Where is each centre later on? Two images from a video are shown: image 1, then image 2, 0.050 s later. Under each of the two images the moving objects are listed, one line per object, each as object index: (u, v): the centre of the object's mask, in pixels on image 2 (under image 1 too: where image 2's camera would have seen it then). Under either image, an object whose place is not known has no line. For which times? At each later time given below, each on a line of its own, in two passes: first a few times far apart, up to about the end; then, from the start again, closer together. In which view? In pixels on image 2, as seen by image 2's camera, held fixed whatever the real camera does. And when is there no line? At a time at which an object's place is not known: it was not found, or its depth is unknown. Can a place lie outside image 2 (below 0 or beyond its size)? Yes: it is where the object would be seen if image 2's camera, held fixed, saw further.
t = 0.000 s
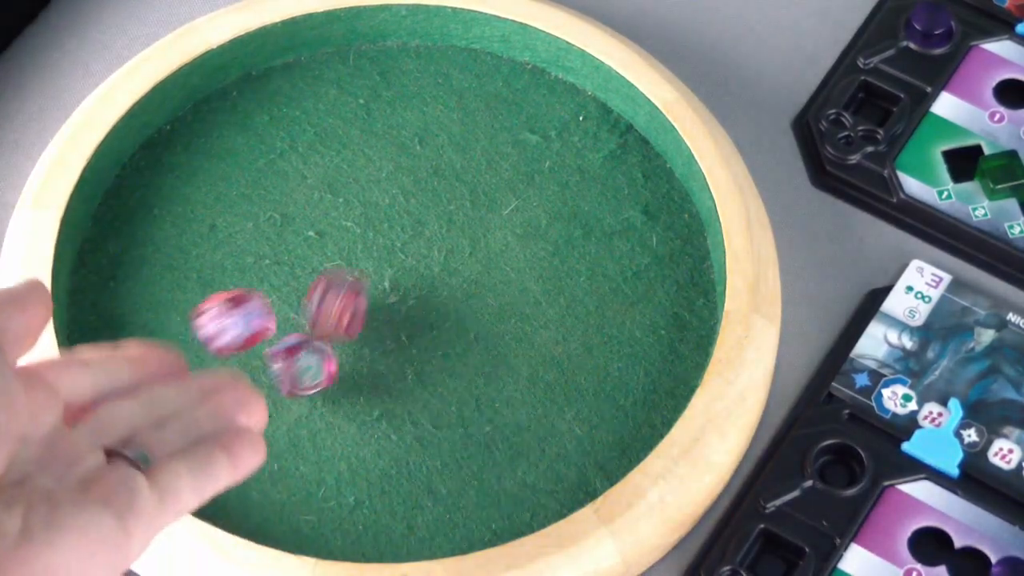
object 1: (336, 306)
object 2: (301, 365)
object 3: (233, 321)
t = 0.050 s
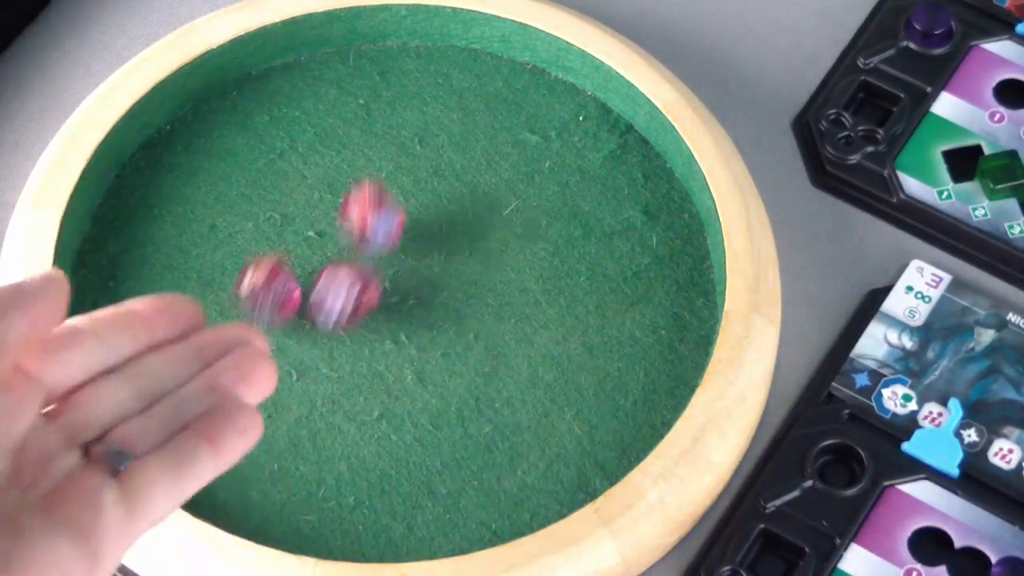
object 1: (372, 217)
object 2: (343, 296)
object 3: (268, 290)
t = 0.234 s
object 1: (414, 85)
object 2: (504, 77)
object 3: (358, 73)
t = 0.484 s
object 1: (431, 222)
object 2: (517, 115)
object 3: (395, 79)
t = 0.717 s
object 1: (448, 238)
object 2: (529, 117)
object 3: (395, 79)
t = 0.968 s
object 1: (448, 238)
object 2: (529, 117)
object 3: (395, 79)
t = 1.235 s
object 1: (448, 238)
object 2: (529, 117)
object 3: (395, 79)
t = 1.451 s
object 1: (448, 238)
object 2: (529, 117)
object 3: (395, 79)
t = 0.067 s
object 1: (382, 192)
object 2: (362, 272)
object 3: (279, 262)
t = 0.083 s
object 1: (391, 167)
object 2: (376, 249)
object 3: (291, 240)
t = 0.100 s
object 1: (399, 146)
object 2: (397, 221)
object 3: (303, 224)
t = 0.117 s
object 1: (405, 122)
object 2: (411, 201)
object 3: (315, 206)
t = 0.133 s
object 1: (410, 98)
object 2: (427, 184)
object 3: (323, 185)
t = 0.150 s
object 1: (414, 74)
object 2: (441, 166)
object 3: (332, 161)
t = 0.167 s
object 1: (416, 49)
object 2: (454, 141)
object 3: (338, 140)
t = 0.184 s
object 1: (416, 50)
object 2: (467, 124)
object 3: (342, 116)
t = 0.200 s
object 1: (415, 66)
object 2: (480, 111)
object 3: (347, 99)
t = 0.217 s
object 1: (413, 77)
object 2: (493, 92)
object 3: (351, 83)
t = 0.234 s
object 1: (414, 85)
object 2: (504, 77)
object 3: (358, 73)
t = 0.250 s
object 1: (415, 100)
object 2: (512, 66)
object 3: (361, 56)
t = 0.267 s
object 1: (415, 110)
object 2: (509, 74)
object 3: (365, 48)
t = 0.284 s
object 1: (414, 120)
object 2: (506, 79)
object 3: (372, 54)
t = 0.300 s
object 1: (414, 133)
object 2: (505, 82)
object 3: (379, 64)
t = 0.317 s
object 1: (414, 144)
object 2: (504, 86)
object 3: (383, 67)
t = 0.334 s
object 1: (415, 154)
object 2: (504, 88)
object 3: (387, 70)
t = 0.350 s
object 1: (416, 165)
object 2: (504, 91)
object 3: (390, 74)
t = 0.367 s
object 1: (416, 178)
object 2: (504, 95)
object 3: (393, 76)
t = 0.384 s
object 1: (417, 189)
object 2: (506, 98)
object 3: (395, 78)
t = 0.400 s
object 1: (420, 196)
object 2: (508, 102)
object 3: (395, 79)
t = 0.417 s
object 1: (424, 202)
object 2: (511, 106)
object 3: (395, 79)
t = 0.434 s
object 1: (426, 208)
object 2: (512, 108)
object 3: (395, 79)
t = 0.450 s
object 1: (427, 212)
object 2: (513, 110)
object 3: (395, 79)
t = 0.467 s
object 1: (428, 217)
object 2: (515, 112)
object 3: (395, 79)
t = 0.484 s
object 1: (431, 222)
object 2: (517, 115)
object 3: (395, 79)
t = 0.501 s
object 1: (434, 226)
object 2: (520, 117)
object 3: (395, 79)
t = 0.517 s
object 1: (438, 230)
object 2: (523, 118)
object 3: (395, 79)
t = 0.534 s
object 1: (444, 234)
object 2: (525, 118)
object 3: (395, 79)
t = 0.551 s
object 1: (449, 234)
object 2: (526, 120)
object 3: (395, 79)
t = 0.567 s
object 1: (452, 234)
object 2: (529, 120)
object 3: (395, 79)
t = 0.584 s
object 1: (453, 232)
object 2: (531, 119)
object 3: (395, 79)
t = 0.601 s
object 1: (452, 232)
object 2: (531, 118)
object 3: (395, 79)
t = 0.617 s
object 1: (450, 234)
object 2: (530, 117)
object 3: (395, 79)
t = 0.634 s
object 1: (449, 236)
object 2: (529, 117)
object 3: (395, 79)
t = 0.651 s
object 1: (449, 238)
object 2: (529, 117)
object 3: (395, 79)
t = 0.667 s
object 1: (448, 239)
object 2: (529, 117)
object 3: (395, 79)
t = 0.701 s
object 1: (448, 238)
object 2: (529, 117)
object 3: (395, 79)
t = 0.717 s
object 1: (448, 238)
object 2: (529, 117)
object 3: (395, 79)
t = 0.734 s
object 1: (448, 238)
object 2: (529, 117)
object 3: (395, 79)
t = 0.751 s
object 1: (448, 238)
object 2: (529, 117)
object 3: (395, 79)
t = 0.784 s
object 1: (448, 238)
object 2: (529, 117)
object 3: (395, 79)
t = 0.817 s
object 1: (448, 238)
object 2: (529, 117)
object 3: (395, 79)
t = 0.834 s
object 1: (448, 238)
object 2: (529, 117)
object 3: (395, 79)
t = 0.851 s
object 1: (448, 238)
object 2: (529, 117)
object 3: (395, 79)
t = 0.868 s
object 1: (448, 238)
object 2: (529, 117)
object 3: (395, 79)
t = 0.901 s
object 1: (448, 238)
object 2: (529, 117)
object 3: (395, 79)
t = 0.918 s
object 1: (448, 238)
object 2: (529, 117)
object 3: (395, 79)
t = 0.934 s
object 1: (448, 238)
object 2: (529, 117)
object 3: (395, 79)
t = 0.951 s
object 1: (448, 238)
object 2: (529, 117)
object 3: (395, 79)
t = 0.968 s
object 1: (448, 238)
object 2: (529, 117)
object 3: (395, 79)
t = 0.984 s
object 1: (448, 238)
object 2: (529, 117)
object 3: (395, 79)
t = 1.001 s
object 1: (448, 238)
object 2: (529, 117)
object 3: (395, 79)
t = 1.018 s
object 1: (448, 238)
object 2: (529, 117)
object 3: (395, 79)
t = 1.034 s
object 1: (448, 238)
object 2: (529, 117)
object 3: (395, 79)
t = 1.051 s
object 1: (448, 238)
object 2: (529, 117)
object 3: (395, 79)
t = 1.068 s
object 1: (448, 238)
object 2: (529, 117)
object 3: (395, 79)
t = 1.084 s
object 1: (448, 238)
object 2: (529, 117)
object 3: (395, 79)
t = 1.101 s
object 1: (448, 238)
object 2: (529, 117)
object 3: (395, 79)
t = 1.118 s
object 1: (448, 238)
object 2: (529, 117)
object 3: (395, 79)
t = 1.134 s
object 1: (448, 238)
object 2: (529, 117)
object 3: (395, 79)
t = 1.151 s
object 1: (448, 238)
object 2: (529, 117)
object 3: (395, 79)
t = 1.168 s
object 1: (448, 238)
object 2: (529, 117)
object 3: (395, 79)
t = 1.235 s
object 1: (448, 238)
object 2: (529, 117)
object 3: (395, 79)
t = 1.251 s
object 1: (448, 238)
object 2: (529, 117)
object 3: (395, 79)
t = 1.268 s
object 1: (448, 238)
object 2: (529, 117)
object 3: (395, 79)
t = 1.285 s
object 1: (448, 238)
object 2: (529, 117)
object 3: (395, 79)
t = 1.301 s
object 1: (448, 238)
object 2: (529, 117)
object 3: (395, 79)
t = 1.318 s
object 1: (448, 238)
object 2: (529, 117)
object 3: (395, 79)
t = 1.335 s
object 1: (448, 238)
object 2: (529, 117)
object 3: (395, 79)
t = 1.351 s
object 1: (448, 238)
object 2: (529, 117)
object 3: (395, 79)
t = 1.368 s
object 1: (448, 238)
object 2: (529, 117)
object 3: (395, 79)
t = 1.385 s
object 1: (448, 238)
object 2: (529, 117)
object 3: (395, 79)
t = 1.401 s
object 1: (448, 238)
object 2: (529, 117)
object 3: (395, 79)
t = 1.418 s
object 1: (448, 238)
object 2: (529, 117)
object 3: (395, 79)
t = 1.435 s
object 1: (448, 238)
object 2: (529, 117)
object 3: (395, 79)
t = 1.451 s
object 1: (448, 238)
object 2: (529, 117)
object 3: (395, 79)
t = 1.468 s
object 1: (448, 238)
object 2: (529, 117)
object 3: (395, 79)
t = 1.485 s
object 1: (448, 238)
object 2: (529, 117)
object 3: (395, 79)
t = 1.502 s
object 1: (448, 238)
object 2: (529, 117)
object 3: (395, 79)
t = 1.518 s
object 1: (448, 238)
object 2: (529, 117)
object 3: (395, 79)
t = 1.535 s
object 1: (448, 238)
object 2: (529, 117)
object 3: (395, 79)
